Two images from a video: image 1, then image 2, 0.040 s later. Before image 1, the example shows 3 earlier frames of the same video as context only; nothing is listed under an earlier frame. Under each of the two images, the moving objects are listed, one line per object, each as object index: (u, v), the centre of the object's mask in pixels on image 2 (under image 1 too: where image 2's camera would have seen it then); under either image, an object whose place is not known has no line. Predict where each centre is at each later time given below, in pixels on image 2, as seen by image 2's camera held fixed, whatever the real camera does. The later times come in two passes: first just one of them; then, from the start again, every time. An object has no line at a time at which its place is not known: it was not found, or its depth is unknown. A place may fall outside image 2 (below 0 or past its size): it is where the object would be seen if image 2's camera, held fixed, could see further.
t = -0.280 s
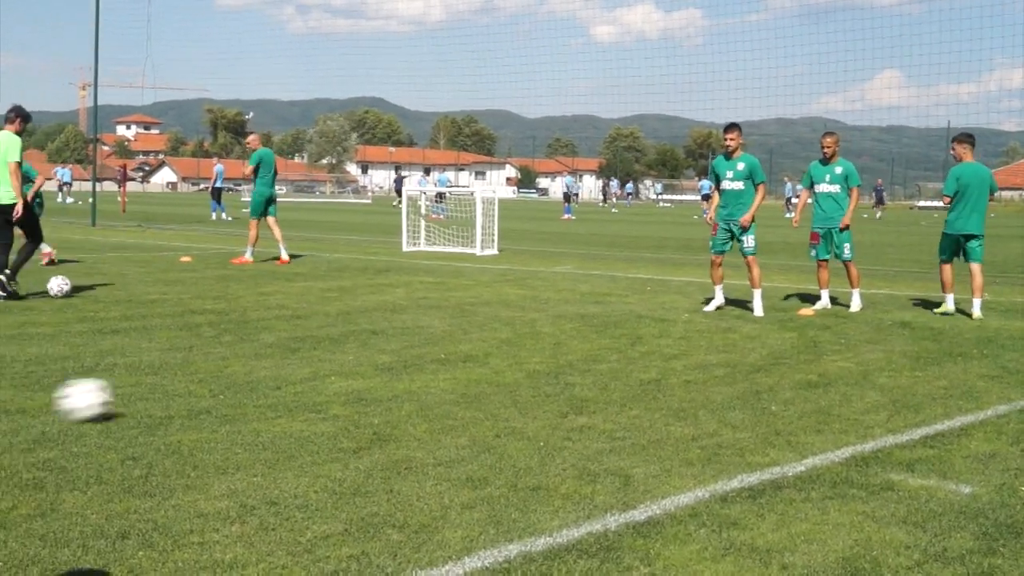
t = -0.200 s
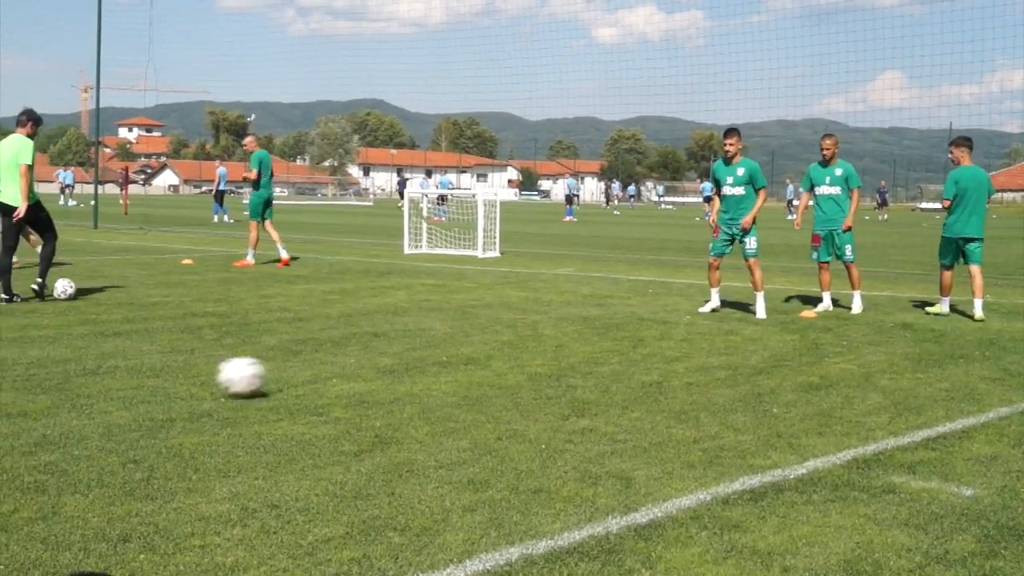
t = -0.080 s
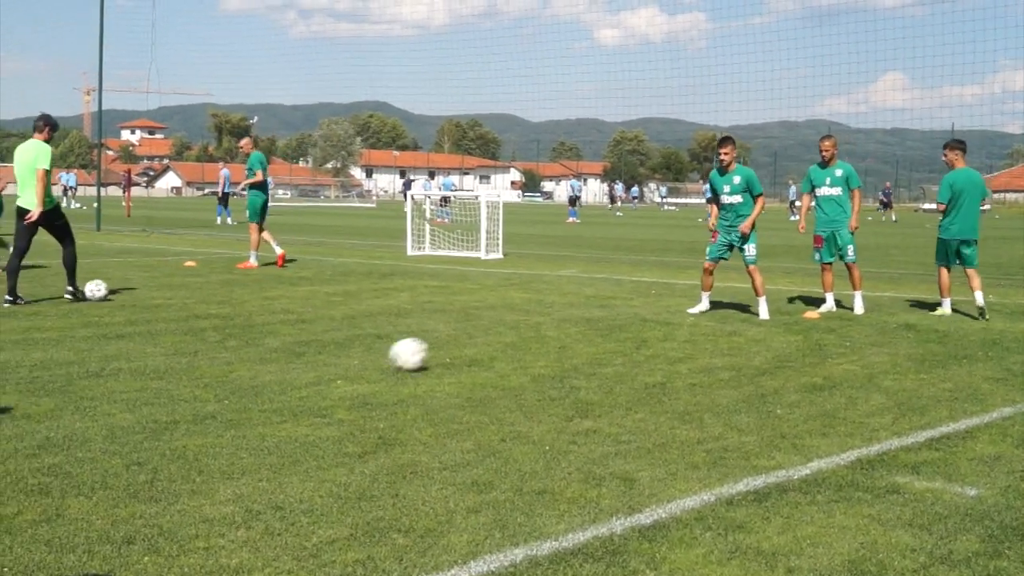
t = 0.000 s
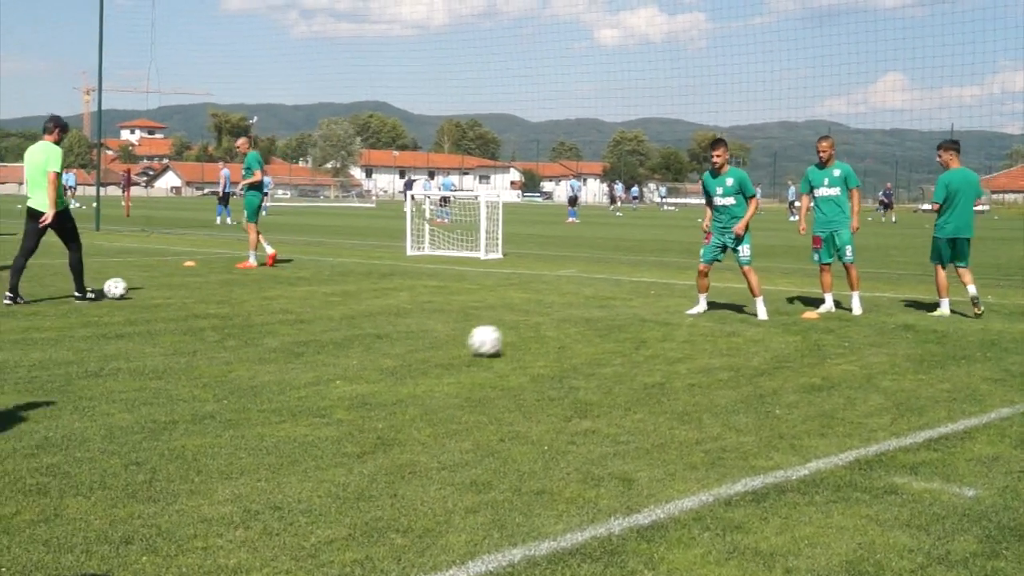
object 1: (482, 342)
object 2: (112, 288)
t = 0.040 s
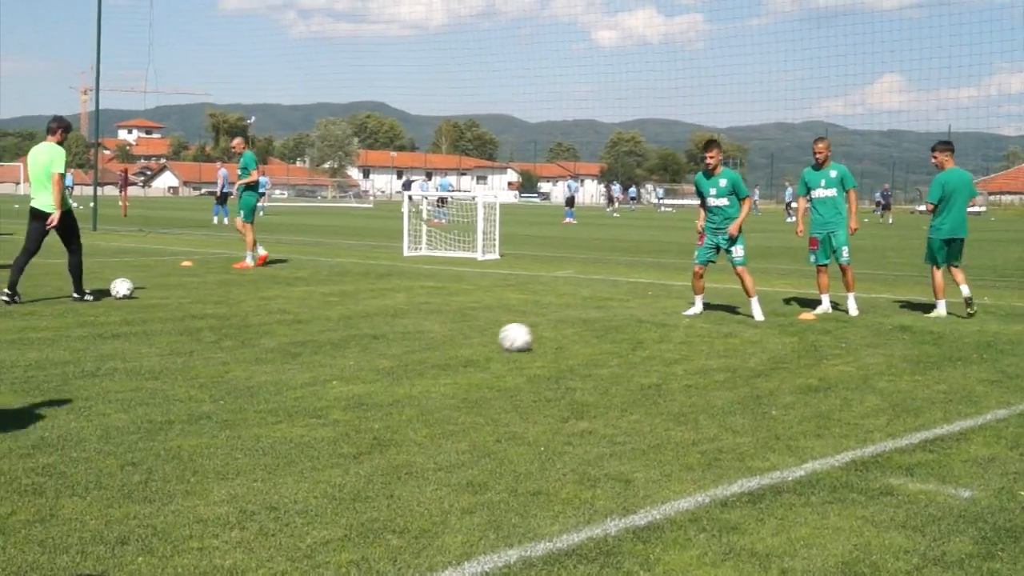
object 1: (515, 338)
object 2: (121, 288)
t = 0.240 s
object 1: (637, 317)
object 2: (155, 286)
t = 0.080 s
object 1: (545, 333)
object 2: (129, 288)
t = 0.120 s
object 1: (571, 328)
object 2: (136, 287)
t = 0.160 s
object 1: (595, 324)
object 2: (142, 287)
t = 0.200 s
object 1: (617, 321)
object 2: (149, 286)
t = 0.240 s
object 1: (637, 317)
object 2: (155, 286)
